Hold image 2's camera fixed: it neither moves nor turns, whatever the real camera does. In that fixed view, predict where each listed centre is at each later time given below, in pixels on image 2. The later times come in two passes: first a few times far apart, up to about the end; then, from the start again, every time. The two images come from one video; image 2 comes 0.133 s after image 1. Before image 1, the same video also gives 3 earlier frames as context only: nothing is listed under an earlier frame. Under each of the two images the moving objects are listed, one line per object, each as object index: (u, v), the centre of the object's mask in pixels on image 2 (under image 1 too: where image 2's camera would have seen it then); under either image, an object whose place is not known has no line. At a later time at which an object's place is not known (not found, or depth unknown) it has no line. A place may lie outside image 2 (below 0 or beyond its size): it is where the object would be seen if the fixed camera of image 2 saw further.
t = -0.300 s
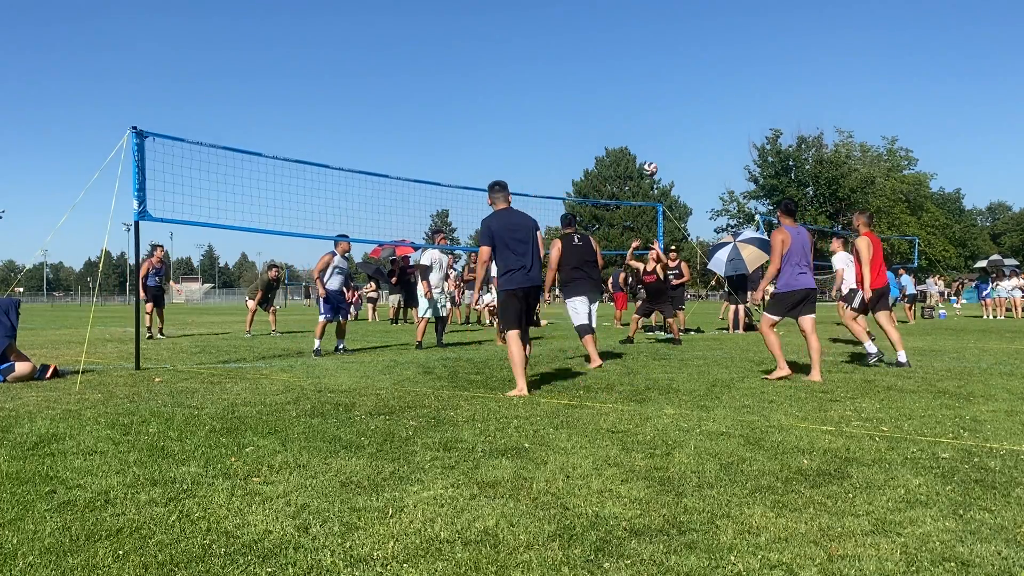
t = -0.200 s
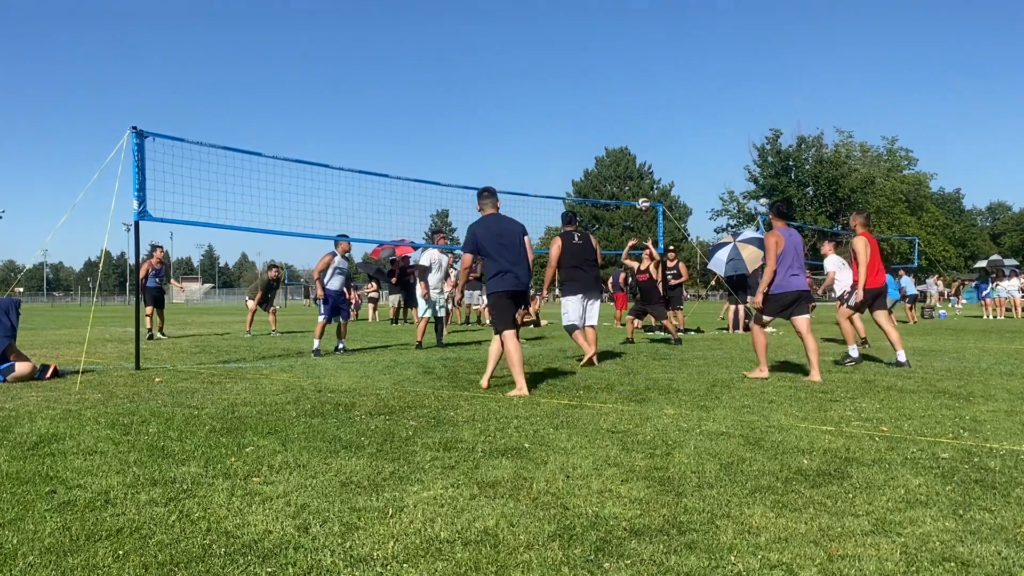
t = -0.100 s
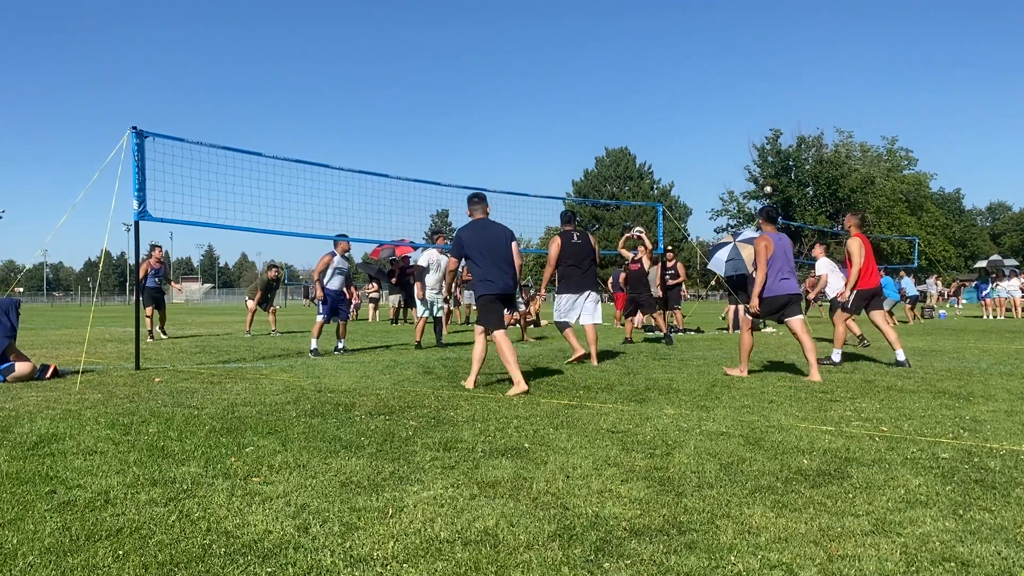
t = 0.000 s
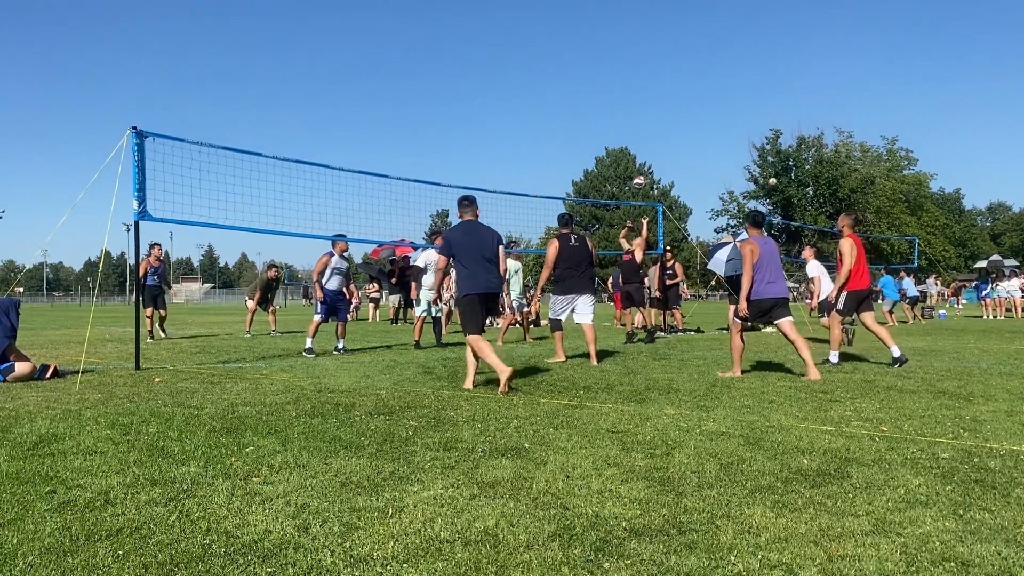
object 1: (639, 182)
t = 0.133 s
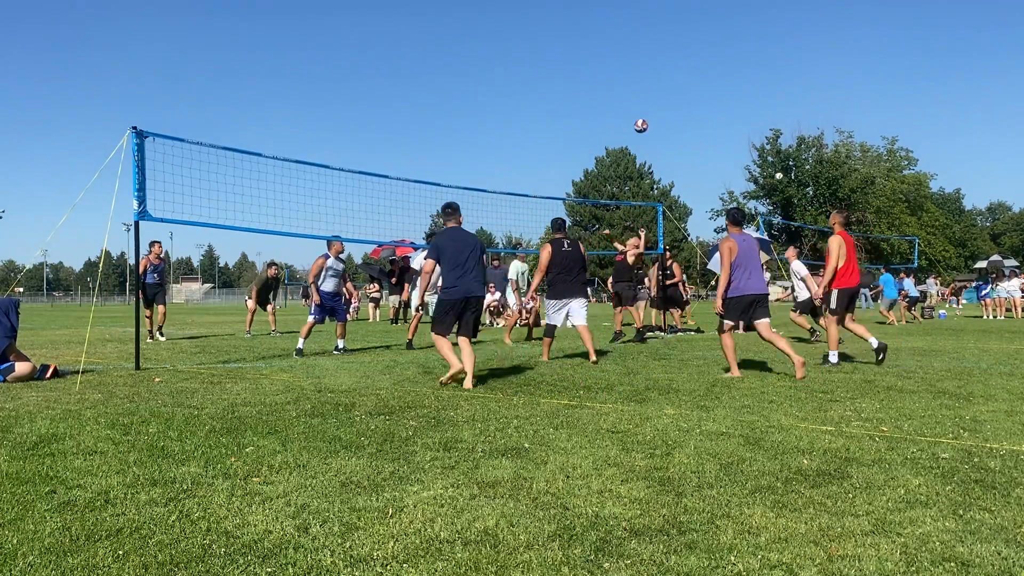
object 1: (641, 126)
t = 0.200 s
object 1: (642, 103)
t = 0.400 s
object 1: (644, 52)
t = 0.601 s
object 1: (646, 28)
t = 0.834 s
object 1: (649, 32)
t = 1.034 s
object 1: (651, 61)
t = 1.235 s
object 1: (653, 112)
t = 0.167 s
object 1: (641, 114)
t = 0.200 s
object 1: (642, 103)
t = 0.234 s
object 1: (642, 92)
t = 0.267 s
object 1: (642, 82)
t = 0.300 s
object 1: (643, 74)
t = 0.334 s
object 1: (643, 65)
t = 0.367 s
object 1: (644, 58)
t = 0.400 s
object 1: (644, 52)
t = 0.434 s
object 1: (644, 46)
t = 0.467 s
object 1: (645, 41)
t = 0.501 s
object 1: (645, 37)
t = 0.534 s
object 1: (646, 33)
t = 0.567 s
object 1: (646, 30)
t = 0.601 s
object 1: (646, 28)
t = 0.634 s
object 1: (646, 26)
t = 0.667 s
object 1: (647, 26)
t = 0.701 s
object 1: (648, 25)
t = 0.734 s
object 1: (648, 26)
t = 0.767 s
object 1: (648, 27)
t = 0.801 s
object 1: (649, 30)
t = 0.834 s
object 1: (649, 32)
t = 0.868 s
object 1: (649, 36)
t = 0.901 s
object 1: (650, 39)
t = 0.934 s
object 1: (650, 44)
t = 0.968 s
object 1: (651, 49)
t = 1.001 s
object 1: (651, 55)
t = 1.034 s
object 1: (651, 61)
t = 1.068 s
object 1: (652, 68)
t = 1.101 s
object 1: (652, 76)
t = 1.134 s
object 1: (652, 84)
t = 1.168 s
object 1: (653, 93)
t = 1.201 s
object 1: (653, 102)
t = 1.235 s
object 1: (653, 112)
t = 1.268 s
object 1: (654, 122)
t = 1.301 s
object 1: (654, 133)
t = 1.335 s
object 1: (655, 144)
